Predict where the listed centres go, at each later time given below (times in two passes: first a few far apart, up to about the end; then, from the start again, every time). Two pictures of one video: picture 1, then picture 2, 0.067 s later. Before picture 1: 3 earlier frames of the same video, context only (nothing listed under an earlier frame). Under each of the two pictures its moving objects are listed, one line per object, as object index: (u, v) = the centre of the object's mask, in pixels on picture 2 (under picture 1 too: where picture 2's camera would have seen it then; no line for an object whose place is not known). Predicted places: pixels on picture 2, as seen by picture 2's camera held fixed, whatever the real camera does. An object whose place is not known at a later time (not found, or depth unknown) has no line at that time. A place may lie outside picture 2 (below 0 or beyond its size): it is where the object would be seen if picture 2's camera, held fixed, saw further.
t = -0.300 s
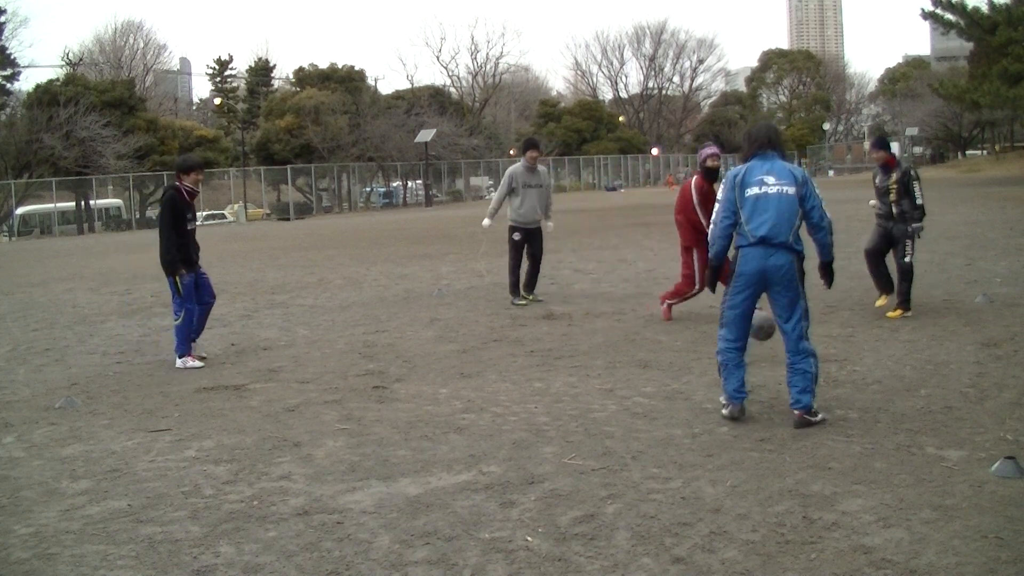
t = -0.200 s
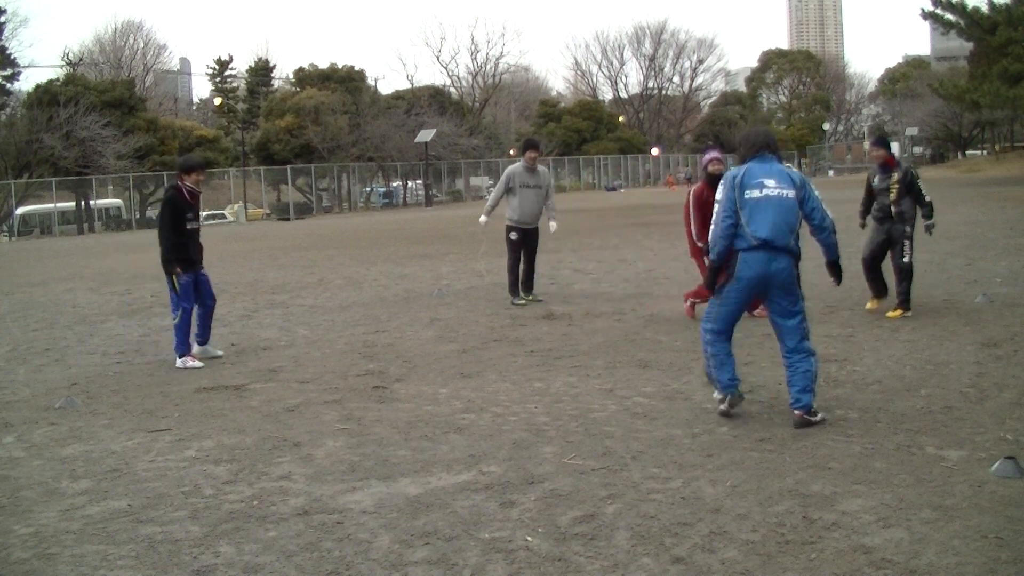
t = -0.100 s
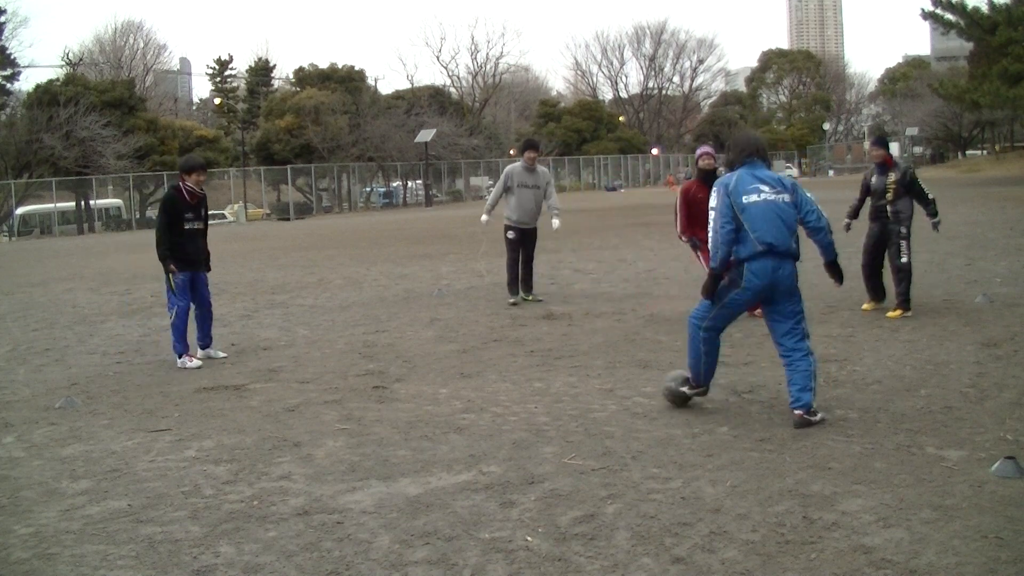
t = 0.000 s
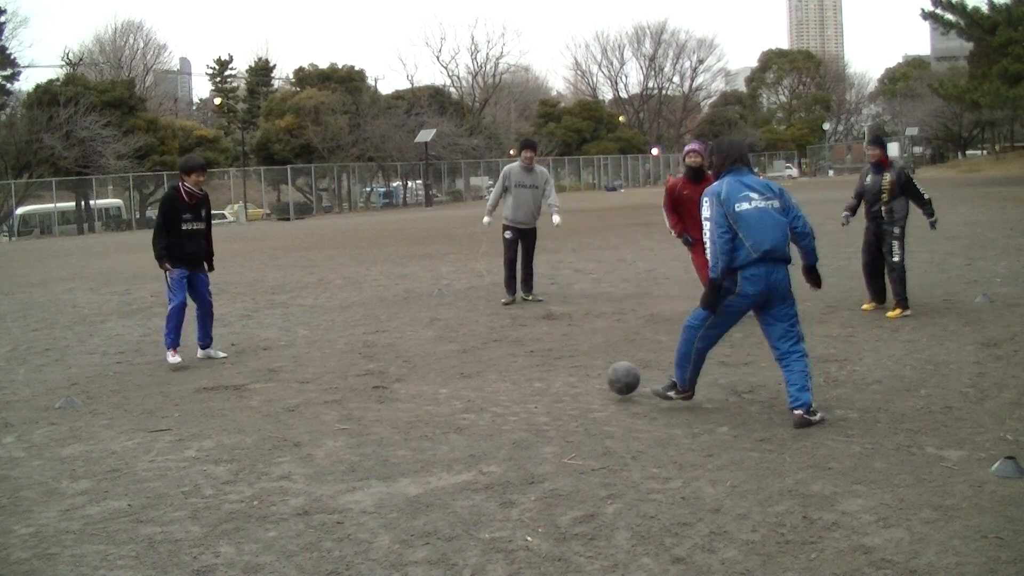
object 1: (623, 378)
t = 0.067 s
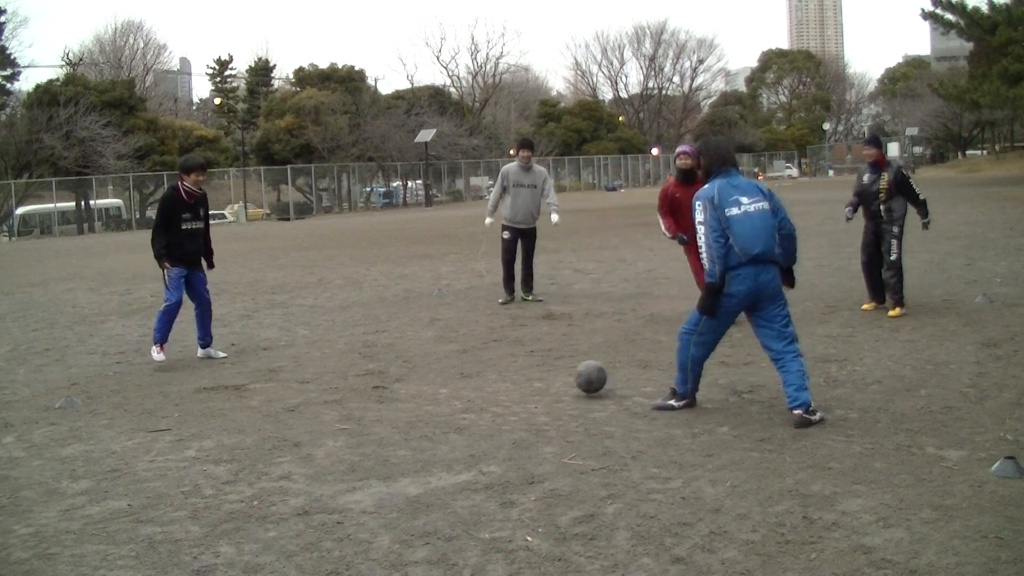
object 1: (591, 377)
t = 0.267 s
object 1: (515, 373)
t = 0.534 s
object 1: (431, 366)
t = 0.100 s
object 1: (574, 380)
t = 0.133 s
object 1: (561, 376)
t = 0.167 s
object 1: (549, 374)
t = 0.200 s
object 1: (537, 373)
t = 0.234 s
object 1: (526, 374)
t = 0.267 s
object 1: (515, 373)
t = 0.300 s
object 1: (503, 372)
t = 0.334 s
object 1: (492, 372)
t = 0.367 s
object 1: (481, 371)
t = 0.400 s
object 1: (470, 369)
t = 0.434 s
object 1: (460, 369)
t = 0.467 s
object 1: (450, 369)
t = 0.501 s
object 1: (440, 367)
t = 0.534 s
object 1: (431, 366)
